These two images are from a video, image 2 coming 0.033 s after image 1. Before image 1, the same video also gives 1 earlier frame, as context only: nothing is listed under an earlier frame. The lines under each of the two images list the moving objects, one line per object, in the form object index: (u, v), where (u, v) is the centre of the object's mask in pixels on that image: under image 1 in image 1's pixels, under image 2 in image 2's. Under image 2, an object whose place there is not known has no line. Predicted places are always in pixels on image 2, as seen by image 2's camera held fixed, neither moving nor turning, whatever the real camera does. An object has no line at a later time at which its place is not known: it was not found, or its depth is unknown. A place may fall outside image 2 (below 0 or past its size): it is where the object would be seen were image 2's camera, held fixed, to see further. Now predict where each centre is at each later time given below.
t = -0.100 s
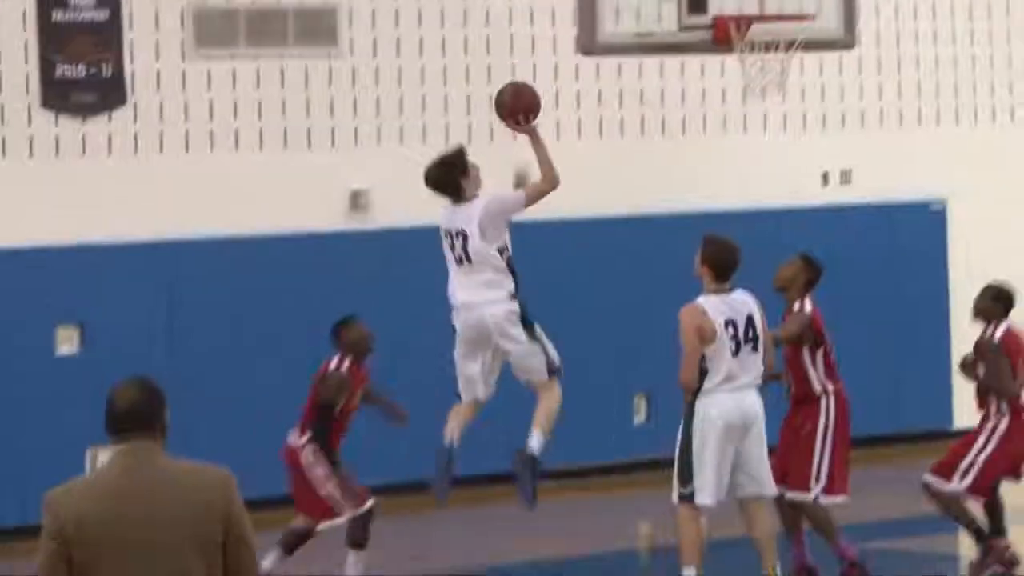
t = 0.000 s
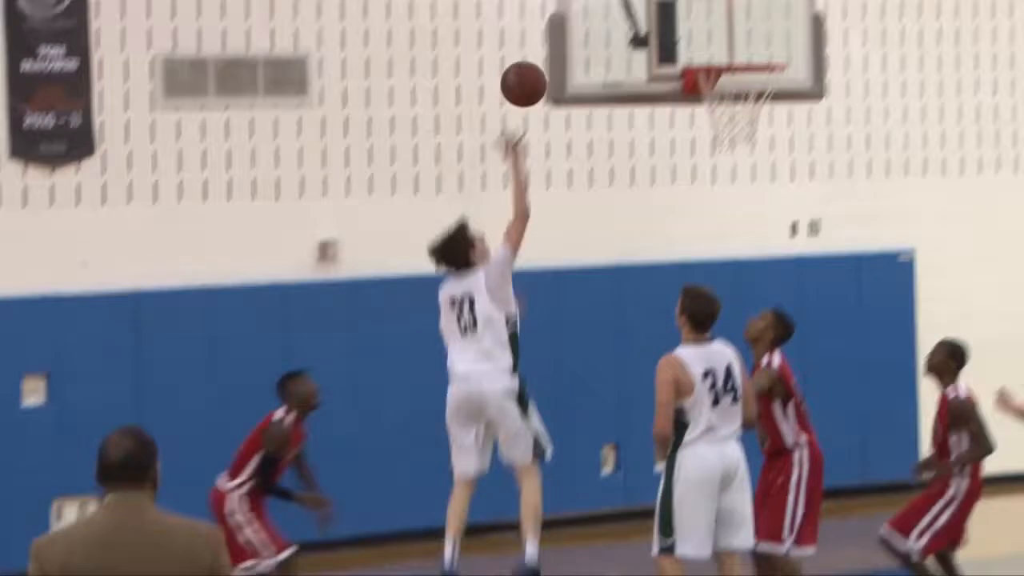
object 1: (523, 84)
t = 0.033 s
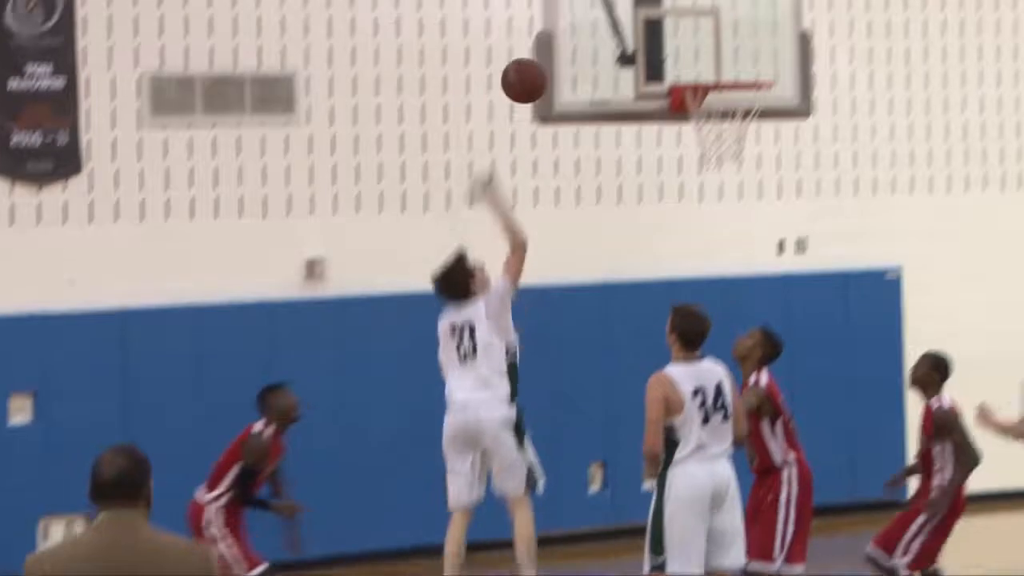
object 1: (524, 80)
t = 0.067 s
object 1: (538, 61)
